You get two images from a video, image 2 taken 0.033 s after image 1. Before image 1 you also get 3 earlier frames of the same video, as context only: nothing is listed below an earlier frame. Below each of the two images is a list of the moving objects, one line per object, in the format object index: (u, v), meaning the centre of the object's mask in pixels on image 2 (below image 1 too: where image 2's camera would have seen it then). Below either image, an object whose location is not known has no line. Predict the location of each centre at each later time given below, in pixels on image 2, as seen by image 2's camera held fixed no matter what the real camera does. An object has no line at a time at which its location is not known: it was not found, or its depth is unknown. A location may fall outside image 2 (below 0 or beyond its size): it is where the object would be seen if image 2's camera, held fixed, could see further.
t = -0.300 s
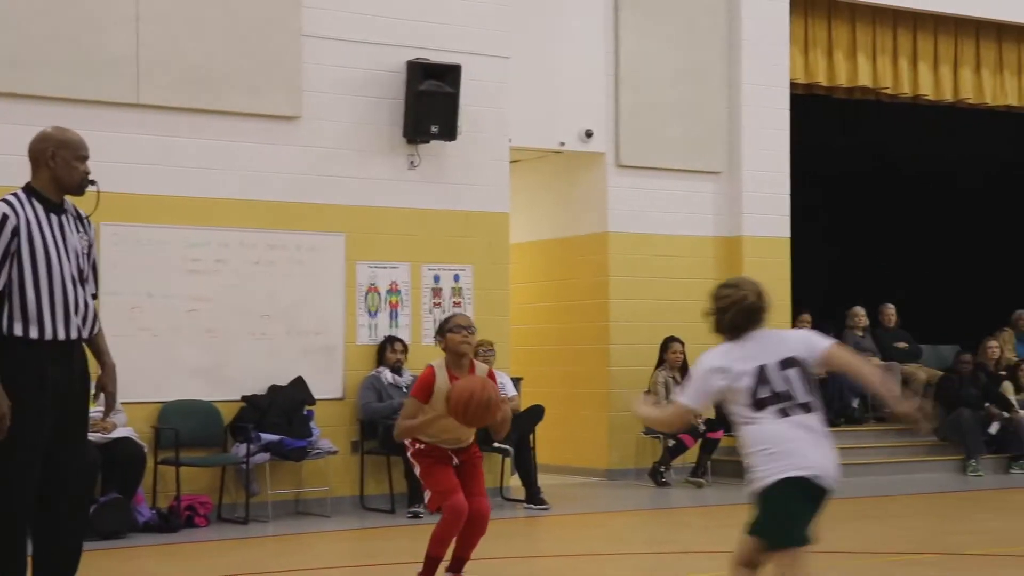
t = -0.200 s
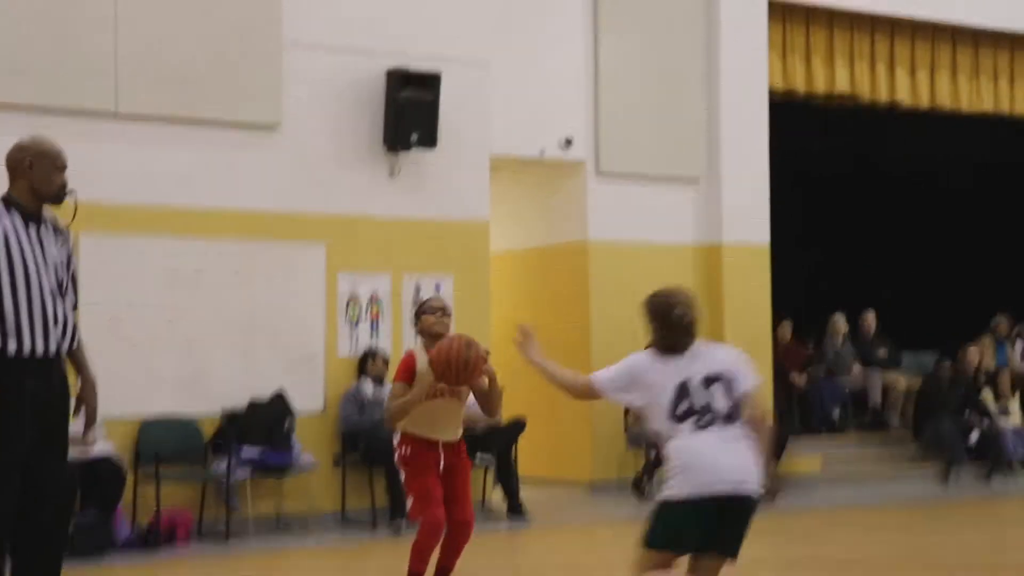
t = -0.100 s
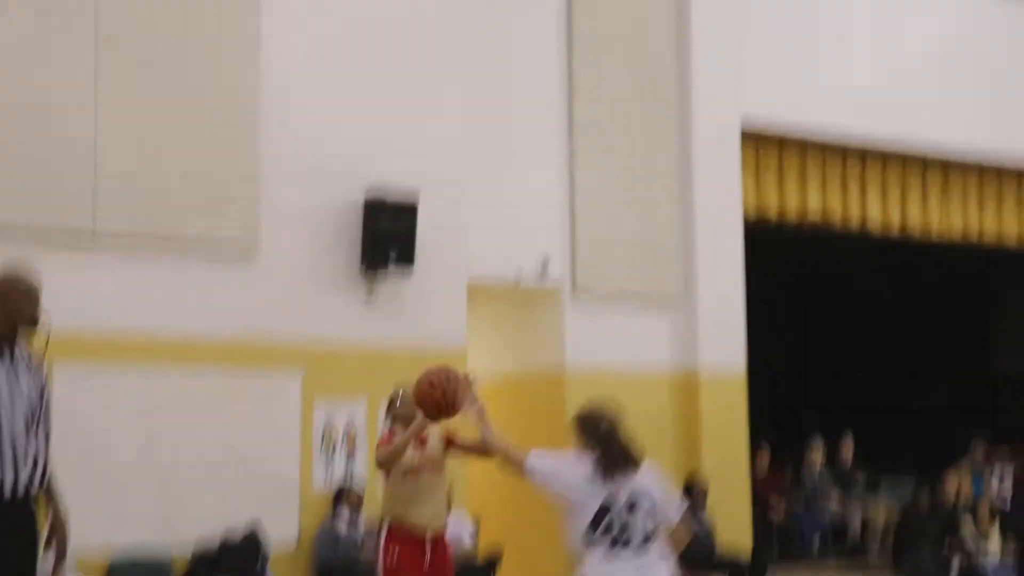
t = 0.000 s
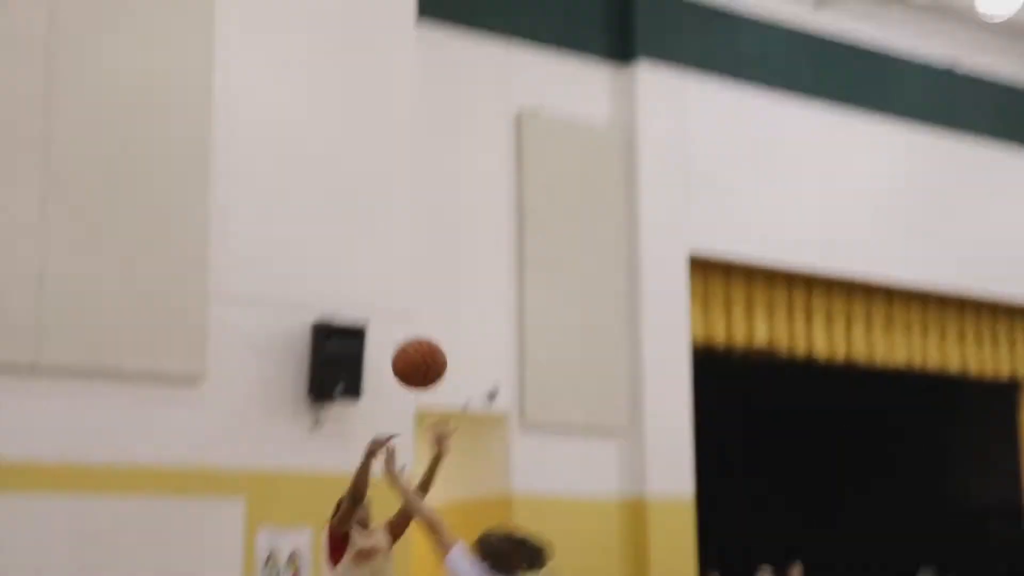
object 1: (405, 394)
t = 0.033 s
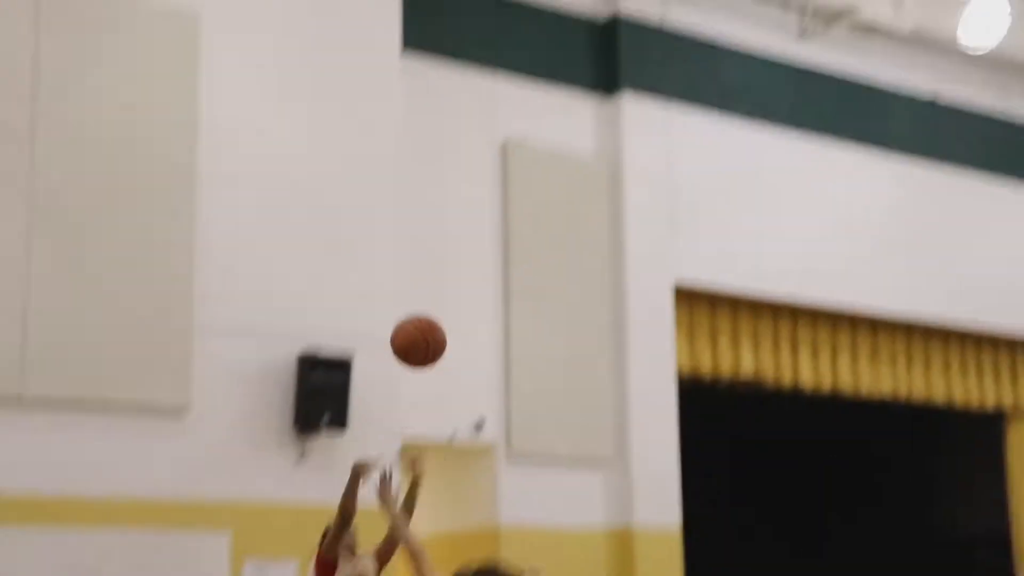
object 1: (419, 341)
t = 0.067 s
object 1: (431, 289)
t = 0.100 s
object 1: (445, 240)
